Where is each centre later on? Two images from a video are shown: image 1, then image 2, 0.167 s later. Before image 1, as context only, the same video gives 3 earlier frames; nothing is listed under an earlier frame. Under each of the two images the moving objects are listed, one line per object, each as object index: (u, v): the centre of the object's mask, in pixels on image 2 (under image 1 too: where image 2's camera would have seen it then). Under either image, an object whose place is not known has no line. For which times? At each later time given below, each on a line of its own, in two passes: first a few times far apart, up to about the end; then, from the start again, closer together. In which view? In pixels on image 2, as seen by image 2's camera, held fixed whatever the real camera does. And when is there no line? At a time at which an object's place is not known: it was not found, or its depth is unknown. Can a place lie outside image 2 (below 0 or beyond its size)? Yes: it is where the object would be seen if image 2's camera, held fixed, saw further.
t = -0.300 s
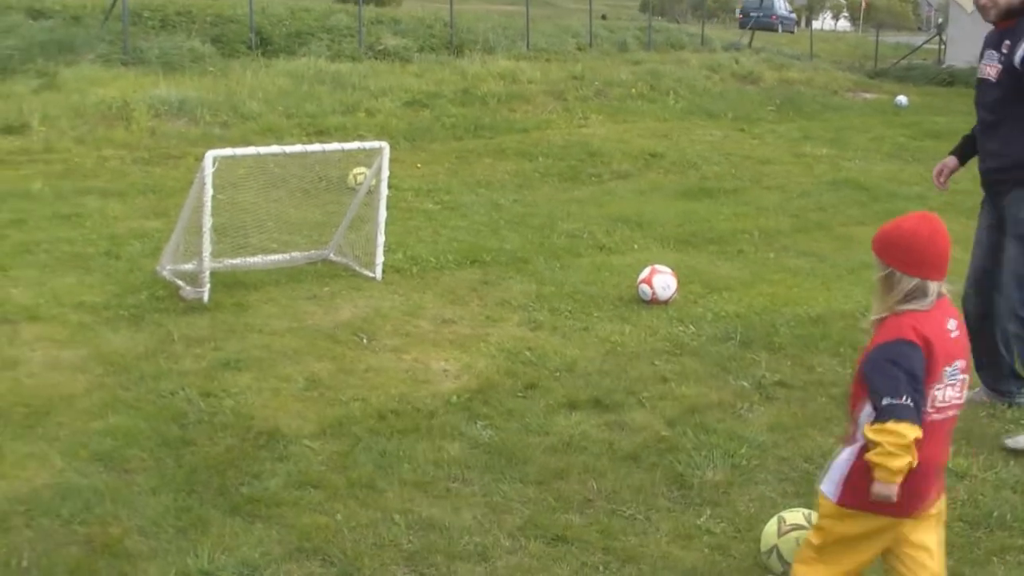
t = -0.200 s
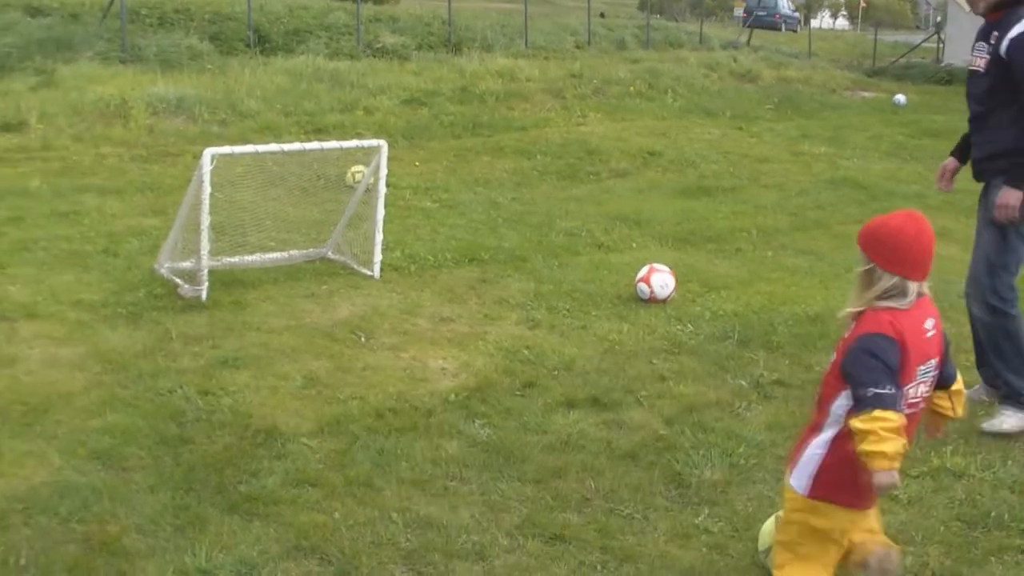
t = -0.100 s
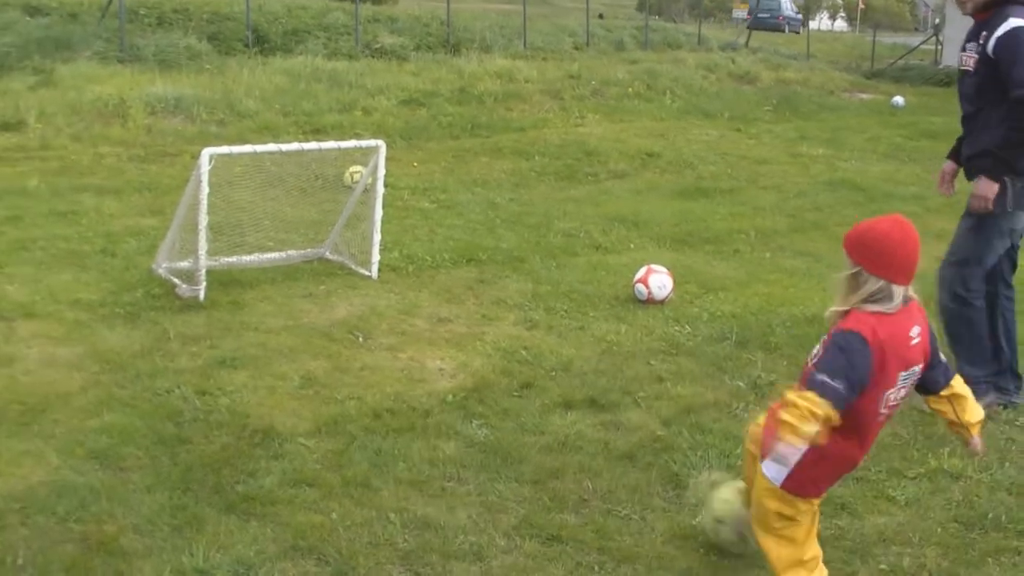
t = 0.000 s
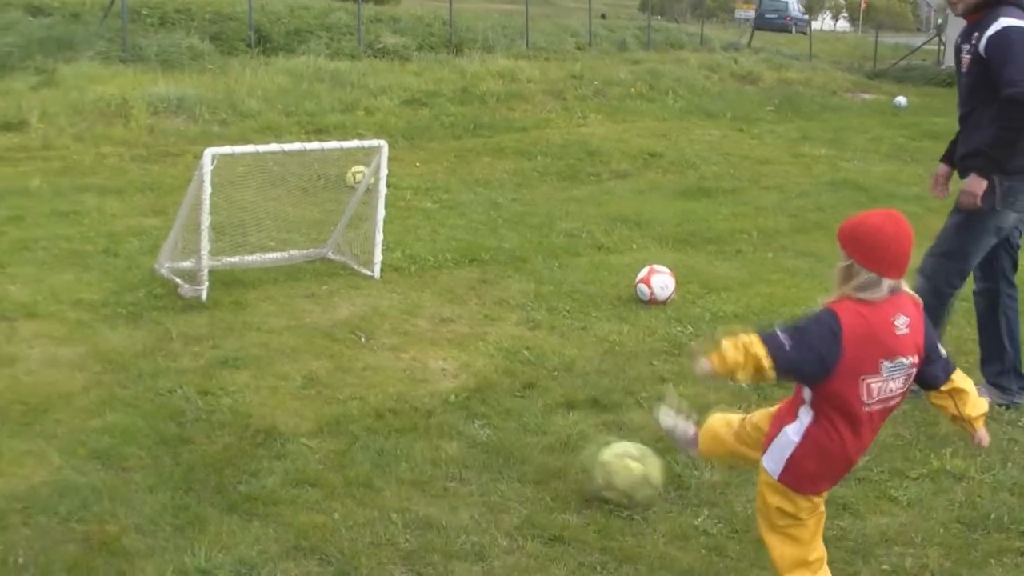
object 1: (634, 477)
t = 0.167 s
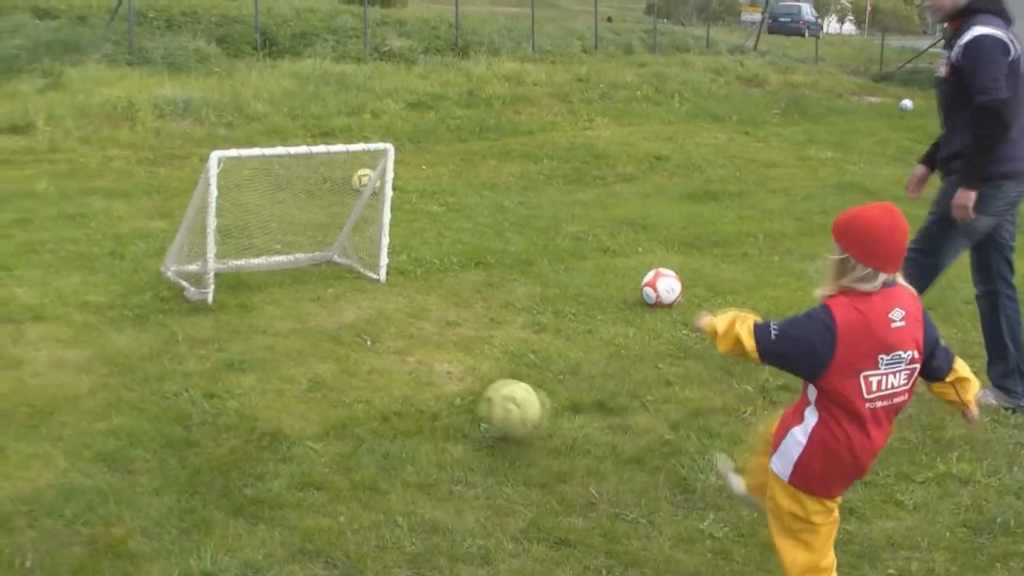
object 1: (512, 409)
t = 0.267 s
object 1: (460, 384)
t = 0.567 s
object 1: (345, 325)
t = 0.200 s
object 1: (496, 405)
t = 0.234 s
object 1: (475, 399)
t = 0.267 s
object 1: (460, 384)
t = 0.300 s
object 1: (449, 374)
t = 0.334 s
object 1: (432, 360)
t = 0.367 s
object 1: (419, 350)
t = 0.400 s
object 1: (409, 342)
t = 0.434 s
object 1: (392, 339)
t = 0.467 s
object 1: (382, 340)
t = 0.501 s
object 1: (370, 341)
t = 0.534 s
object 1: (357, 334)
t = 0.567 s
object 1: (345, 325)
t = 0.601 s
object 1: (336, 322)
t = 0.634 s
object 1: (324, 316)
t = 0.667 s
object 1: (313, 311)
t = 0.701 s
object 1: (304, 309)
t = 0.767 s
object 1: (286, 298)
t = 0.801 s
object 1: (278, 293)
